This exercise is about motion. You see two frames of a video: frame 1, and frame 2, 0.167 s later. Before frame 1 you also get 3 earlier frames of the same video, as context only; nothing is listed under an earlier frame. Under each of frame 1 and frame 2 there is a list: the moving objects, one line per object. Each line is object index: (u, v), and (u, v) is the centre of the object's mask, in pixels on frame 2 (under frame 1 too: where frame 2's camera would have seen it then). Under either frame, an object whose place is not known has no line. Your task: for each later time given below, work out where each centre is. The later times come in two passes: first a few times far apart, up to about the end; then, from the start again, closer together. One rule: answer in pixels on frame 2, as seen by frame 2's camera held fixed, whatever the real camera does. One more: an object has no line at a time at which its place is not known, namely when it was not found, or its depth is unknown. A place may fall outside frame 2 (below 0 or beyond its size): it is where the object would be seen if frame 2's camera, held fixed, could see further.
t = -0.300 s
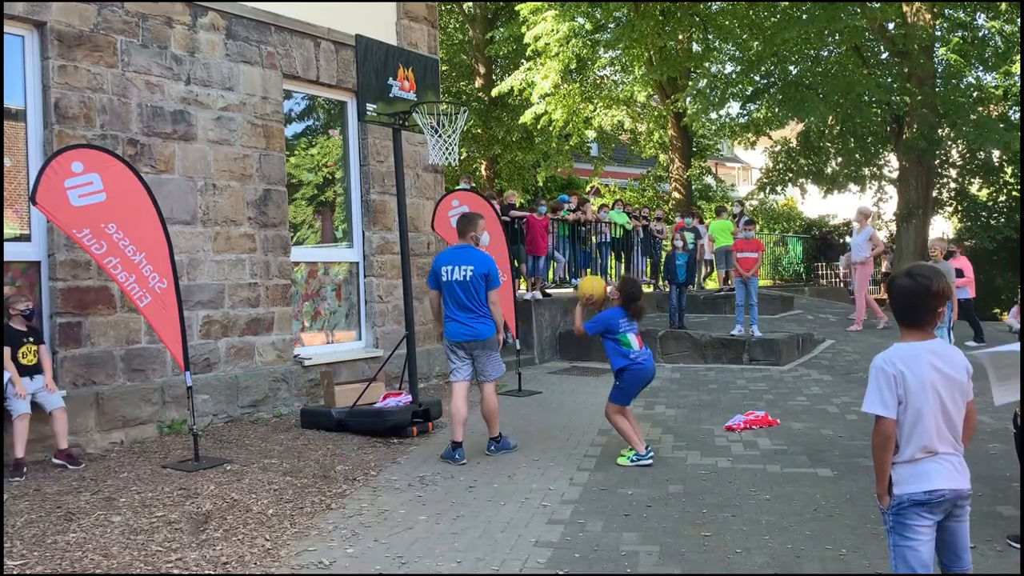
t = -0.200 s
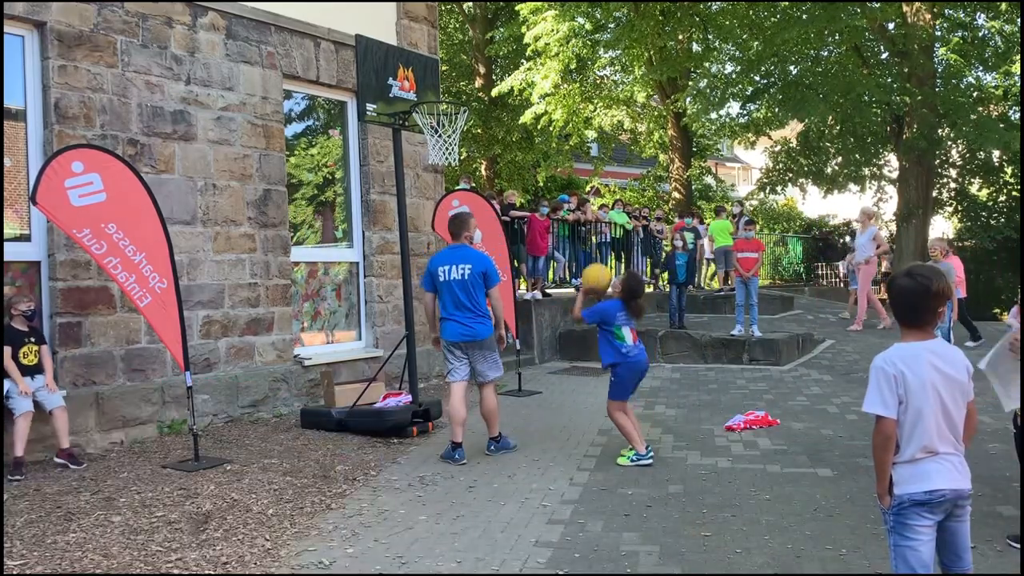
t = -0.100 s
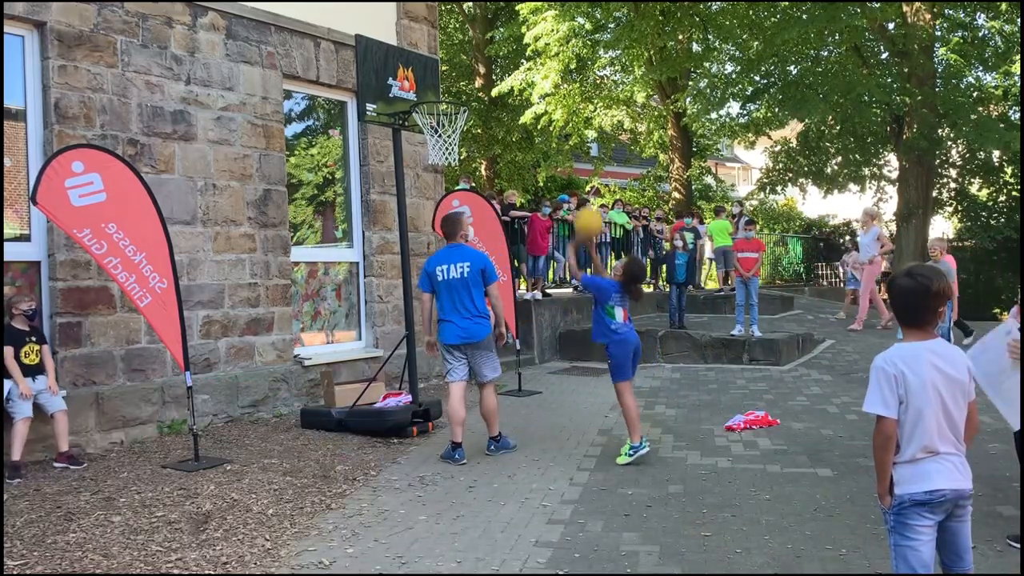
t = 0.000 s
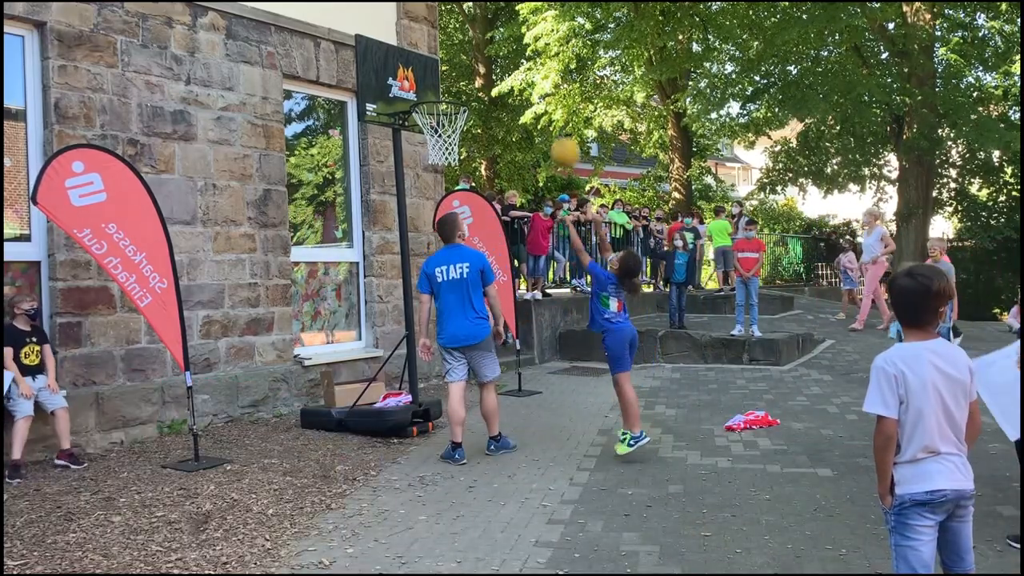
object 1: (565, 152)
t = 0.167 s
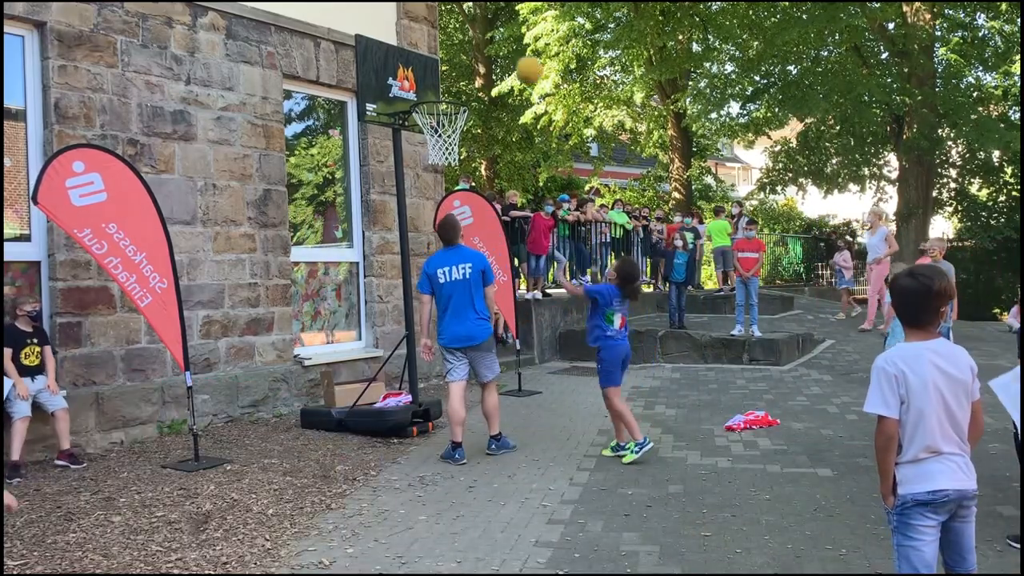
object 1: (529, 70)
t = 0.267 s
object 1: (509, 40)
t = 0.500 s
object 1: (467, 22)
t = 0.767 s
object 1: (427, 84)
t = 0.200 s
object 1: (522, 59)
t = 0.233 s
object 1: (515, 48)
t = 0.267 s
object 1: (509, 40)
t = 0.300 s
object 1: (502, 34)
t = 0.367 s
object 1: (490, 23)
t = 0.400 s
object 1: (484, 22)
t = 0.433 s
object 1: (478, 21)
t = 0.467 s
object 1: (473, 21)
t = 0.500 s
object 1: (467, 22)
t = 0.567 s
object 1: (457, 30)
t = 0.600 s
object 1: (451, 36)
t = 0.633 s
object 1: (446, 44)
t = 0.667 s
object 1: (441, 51)
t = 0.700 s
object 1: (436, 61)
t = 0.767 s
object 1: (427, 84)
